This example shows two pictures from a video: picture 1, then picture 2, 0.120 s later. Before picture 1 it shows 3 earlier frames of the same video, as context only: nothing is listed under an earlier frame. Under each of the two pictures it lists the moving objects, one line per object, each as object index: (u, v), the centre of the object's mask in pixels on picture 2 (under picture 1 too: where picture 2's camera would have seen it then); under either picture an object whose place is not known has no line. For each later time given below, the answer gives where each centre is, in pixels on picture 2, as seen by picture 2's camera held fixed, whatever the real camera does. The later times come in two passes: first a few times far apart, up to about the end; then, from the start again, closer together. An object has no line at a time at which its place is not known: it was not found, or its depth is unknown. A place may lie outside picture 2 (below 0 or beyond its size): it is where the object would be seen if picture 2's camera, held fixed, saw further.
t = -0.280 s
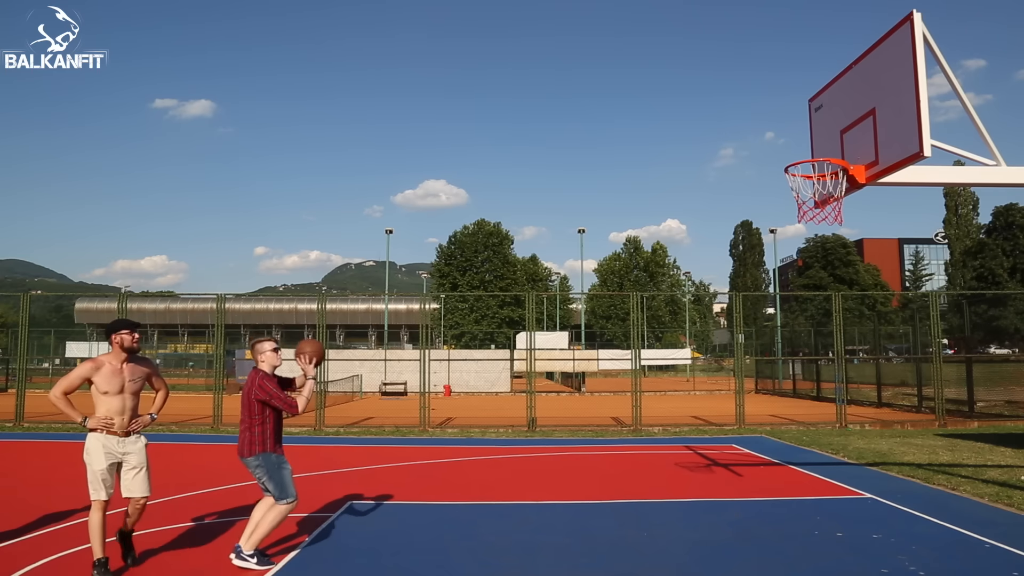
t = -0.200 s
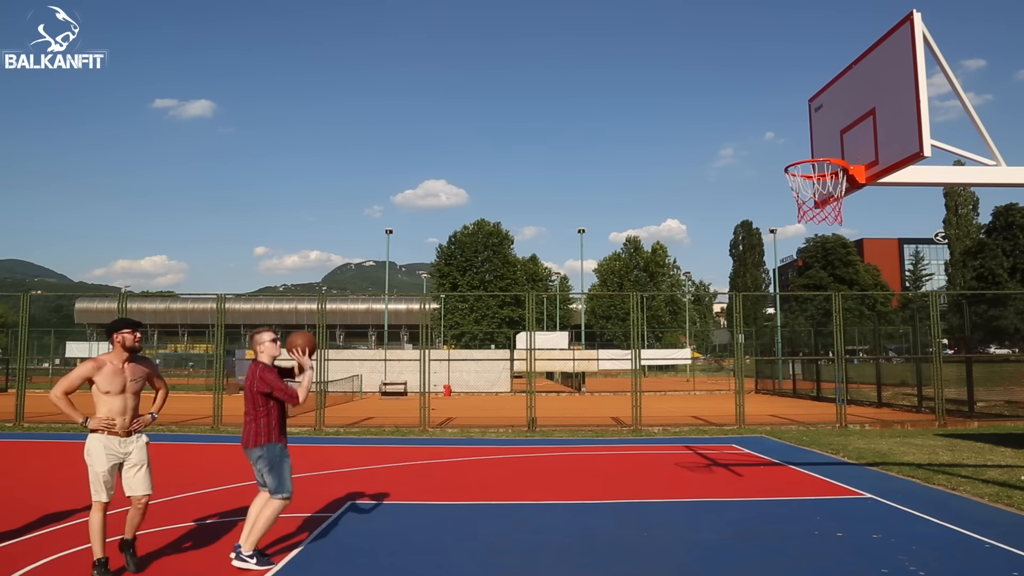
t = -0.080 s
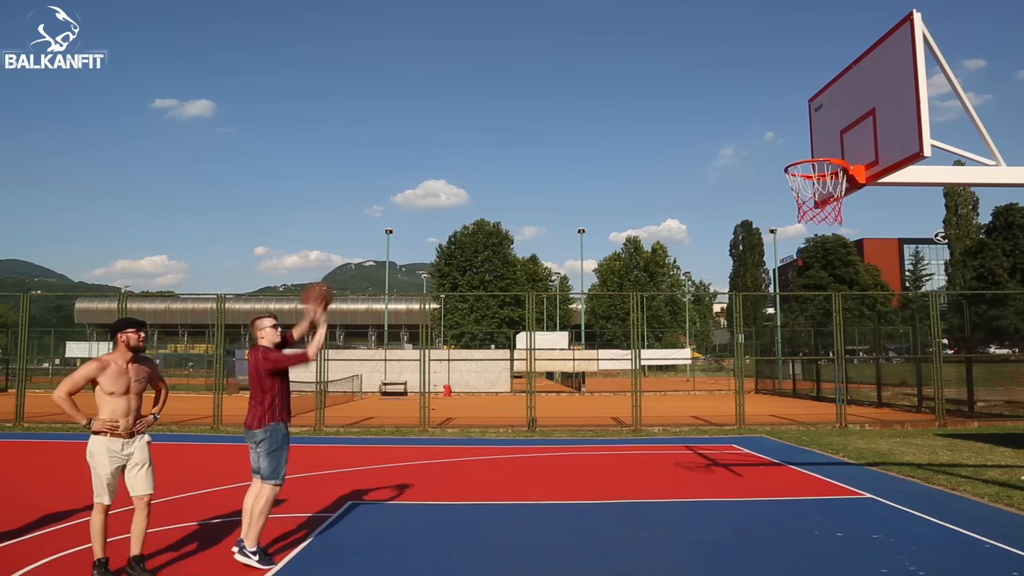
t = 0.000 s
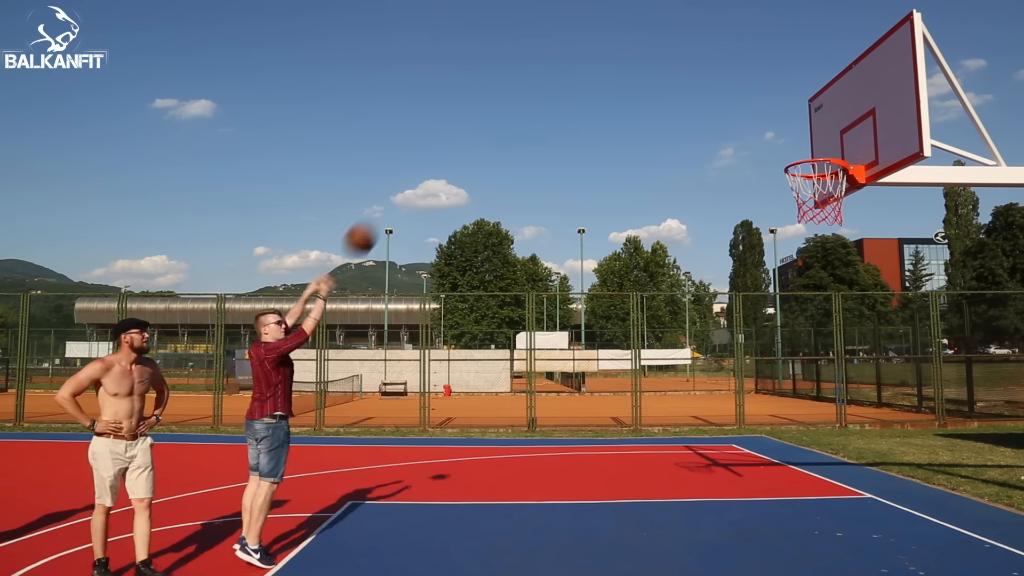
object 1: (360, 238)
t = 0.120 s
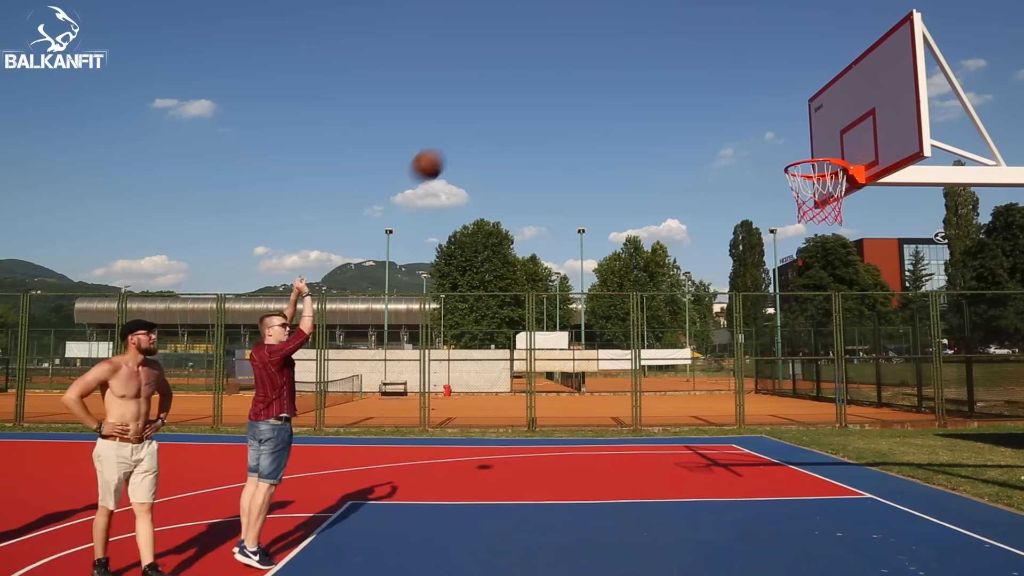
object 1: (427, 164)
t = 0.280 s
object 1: (516, 95)
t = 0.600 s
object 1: (692, 48)
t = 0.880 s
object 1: (850, 107)
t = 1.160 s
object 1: (786, 146)
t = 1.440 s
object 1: (712, 234)
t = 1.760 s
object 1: (607, 547)
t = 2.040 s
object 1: (499, 467)
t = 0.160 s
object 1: (450, 144)
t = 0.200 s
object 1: (472, 126)
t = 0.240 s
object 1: (494, 109)
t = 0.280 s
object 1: (516, 95)
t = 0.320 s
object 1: (538, 82)
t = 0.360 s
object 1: (560, 72)
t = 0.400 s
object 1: (582, 63)
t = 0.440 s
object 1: (604, 57)
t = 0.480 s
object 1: (626, 51)
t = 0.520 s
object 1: (648, 49)
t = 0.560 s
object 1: (670, 48)
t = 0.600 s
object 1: (692, 48)
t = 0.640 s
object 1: (715, 51)
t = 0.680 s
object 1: (736, 55)
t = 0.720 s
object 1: (759, 61)
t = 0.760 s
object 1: (781, 70)
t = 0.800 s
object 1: (804, 80)
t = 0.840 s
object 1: (827, 93)
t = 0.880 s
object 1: (850, 107)
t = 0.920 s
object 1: (855, 119)
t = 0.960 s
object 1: (841, 129)
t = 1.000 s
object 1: (828, 141)
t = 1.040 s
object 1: (816, 144)
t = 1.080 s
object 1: (806, 143)
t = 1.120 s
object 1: (796, 143)
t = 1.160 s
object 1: (786, 146)
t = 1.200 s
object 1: (776, 150)
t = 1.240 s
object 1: (766, 158)
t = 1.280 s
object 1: (756, 167)
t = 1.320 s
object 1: (745, 179)
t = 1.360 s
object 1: (734, 195)
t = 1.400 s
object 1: (723, 212)
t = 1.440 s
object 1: (712, 234)
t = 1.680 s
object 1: (636, 444)
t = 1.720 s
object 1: (621, 492)
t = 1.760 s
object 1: (607, 547)
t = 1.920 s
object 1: (546, 546)
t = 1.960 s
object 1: (531, 519)
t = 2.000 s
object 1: (515, 490)
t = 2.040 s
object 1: (499, 467)
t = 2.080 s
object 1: (482, 444)
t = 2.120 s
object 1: (465, 423)
